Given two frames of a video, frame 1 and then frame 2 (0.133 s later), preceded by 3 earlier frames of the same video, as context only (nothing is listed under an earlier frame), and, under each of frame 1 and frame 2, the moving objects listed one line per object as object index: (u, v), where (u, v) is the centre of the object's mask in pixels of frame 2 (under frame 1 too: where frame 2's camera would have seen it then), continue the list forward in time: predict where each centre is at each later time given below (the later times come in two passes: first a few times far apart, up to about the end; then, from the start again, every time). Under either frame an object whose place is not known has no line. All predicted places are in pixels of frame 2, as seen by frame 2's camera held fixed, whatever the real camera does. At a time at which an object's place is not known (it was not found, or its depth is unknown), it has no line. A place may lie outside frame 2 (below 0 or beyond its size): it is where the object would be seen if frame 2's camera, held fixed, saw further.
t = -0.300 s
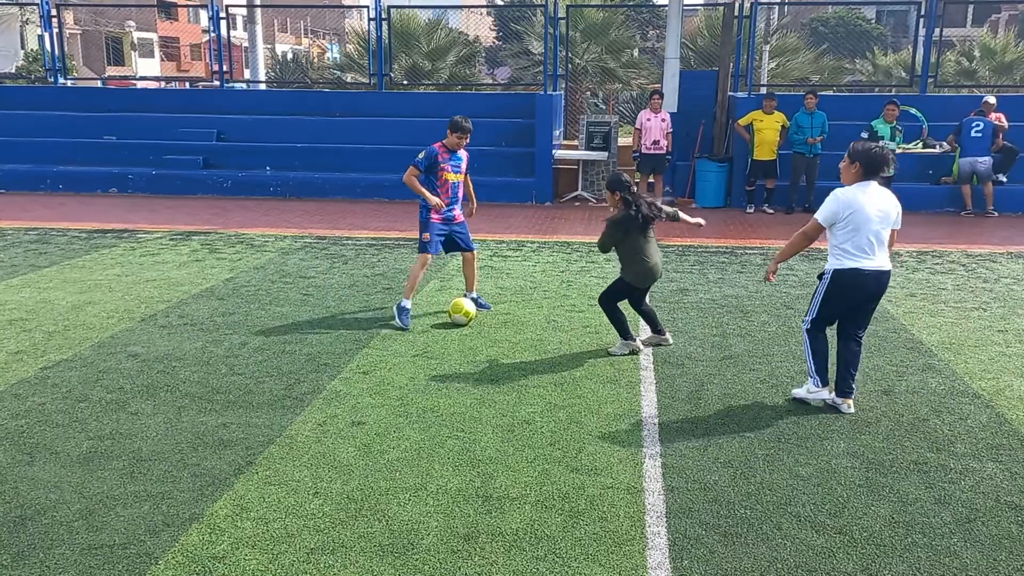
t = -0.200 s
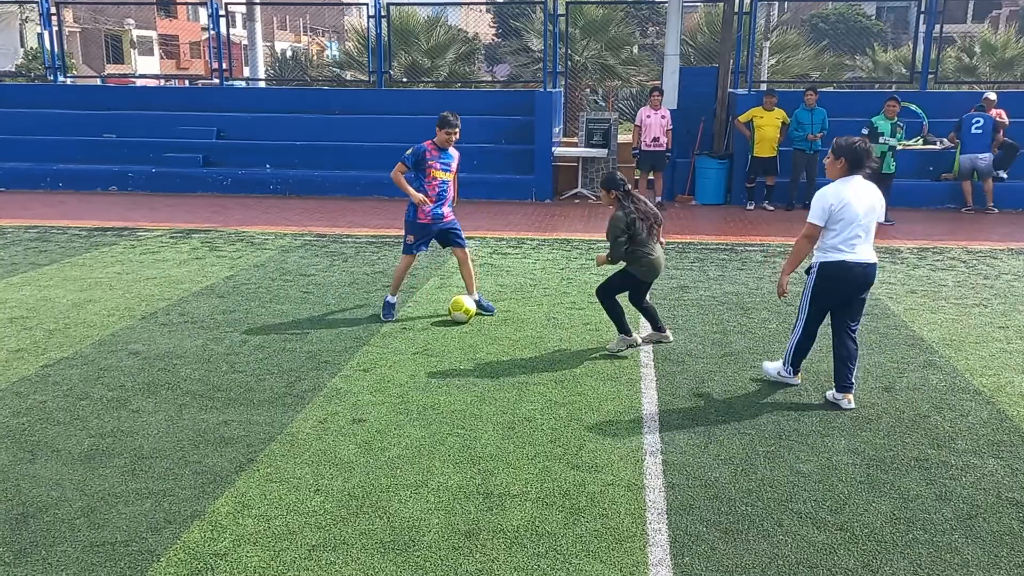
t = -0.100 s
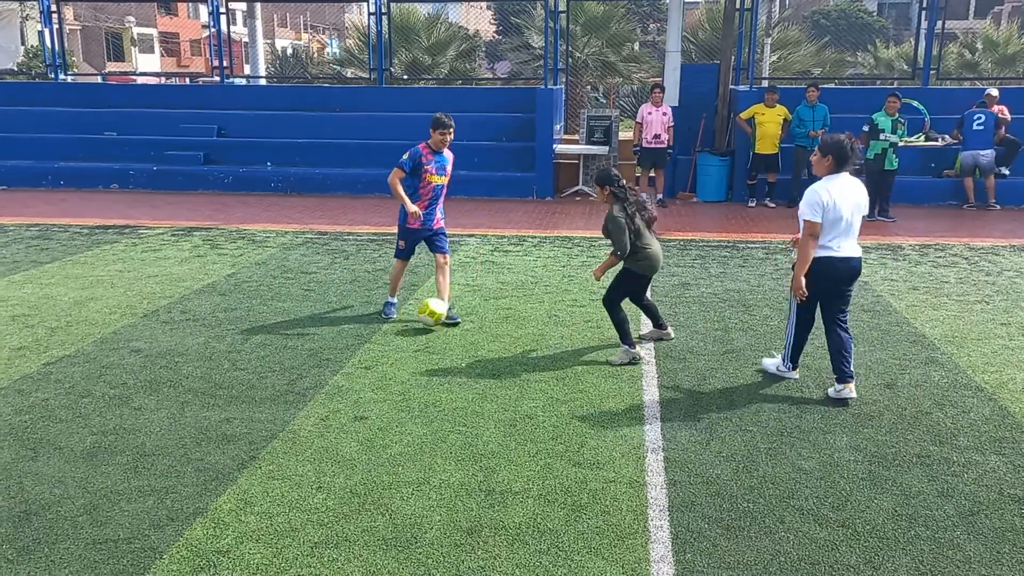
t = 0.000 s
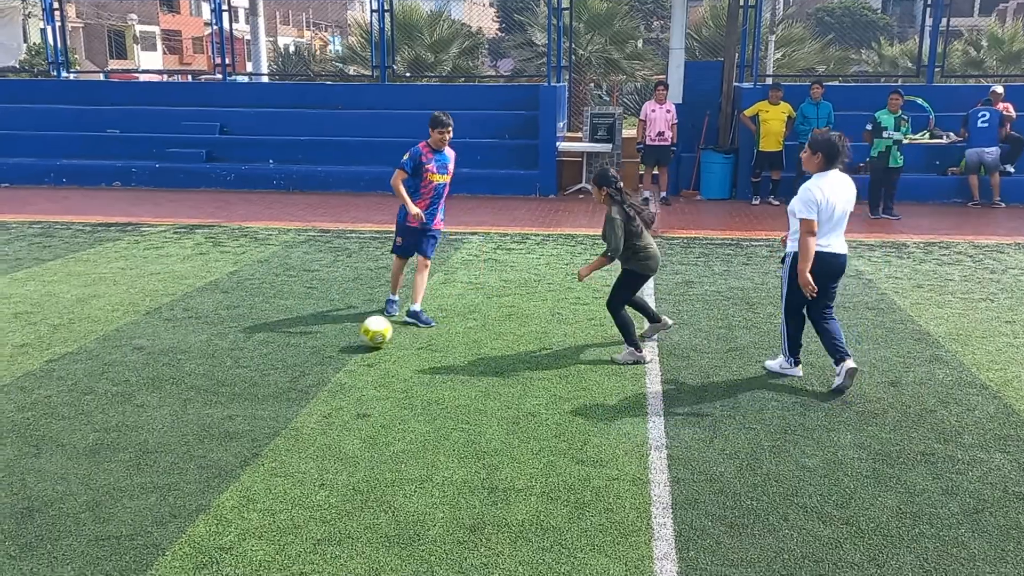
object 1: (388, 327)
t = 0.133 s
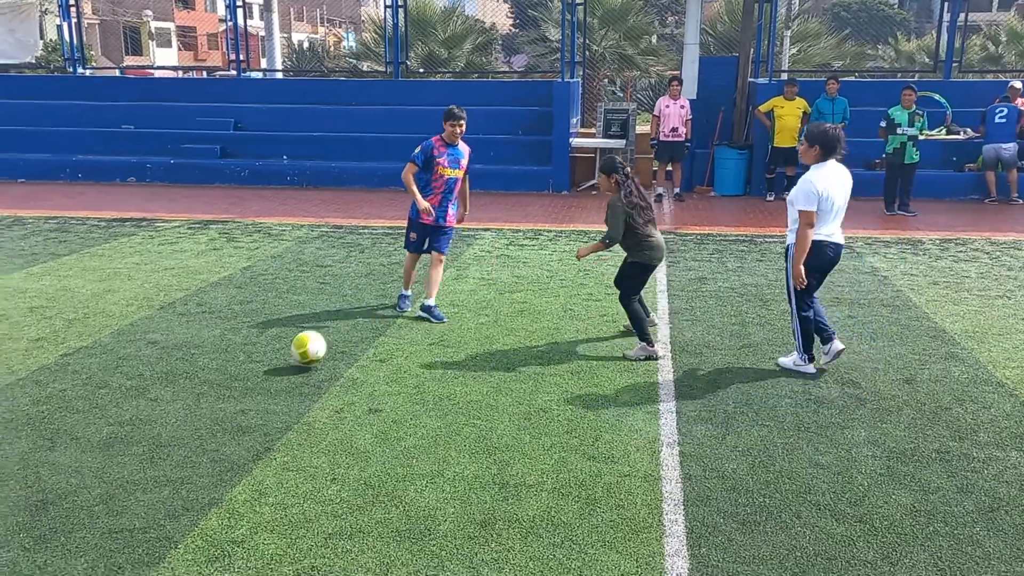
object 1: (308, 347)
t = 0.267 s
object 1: (226, 375)
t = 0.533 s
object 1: (52, 433)
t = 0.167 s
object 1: (287, 355)
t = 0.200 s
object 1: (266, 365)
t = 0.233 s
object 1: (246, 370)
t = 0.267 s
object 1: (226, 375)
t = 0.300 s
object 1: (204, 381)
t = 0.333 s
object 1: (181, 391)
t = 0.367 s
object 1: (159, 399)
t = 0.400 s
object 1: (139, 403)
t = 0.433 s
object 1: (119, 408)
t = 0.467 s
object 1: (98, 416)
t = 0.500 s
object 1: (76, 426)
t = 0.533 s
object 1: (52, 433)
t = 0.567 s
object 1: (28, 438)
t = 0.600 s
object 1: (4, 445)
